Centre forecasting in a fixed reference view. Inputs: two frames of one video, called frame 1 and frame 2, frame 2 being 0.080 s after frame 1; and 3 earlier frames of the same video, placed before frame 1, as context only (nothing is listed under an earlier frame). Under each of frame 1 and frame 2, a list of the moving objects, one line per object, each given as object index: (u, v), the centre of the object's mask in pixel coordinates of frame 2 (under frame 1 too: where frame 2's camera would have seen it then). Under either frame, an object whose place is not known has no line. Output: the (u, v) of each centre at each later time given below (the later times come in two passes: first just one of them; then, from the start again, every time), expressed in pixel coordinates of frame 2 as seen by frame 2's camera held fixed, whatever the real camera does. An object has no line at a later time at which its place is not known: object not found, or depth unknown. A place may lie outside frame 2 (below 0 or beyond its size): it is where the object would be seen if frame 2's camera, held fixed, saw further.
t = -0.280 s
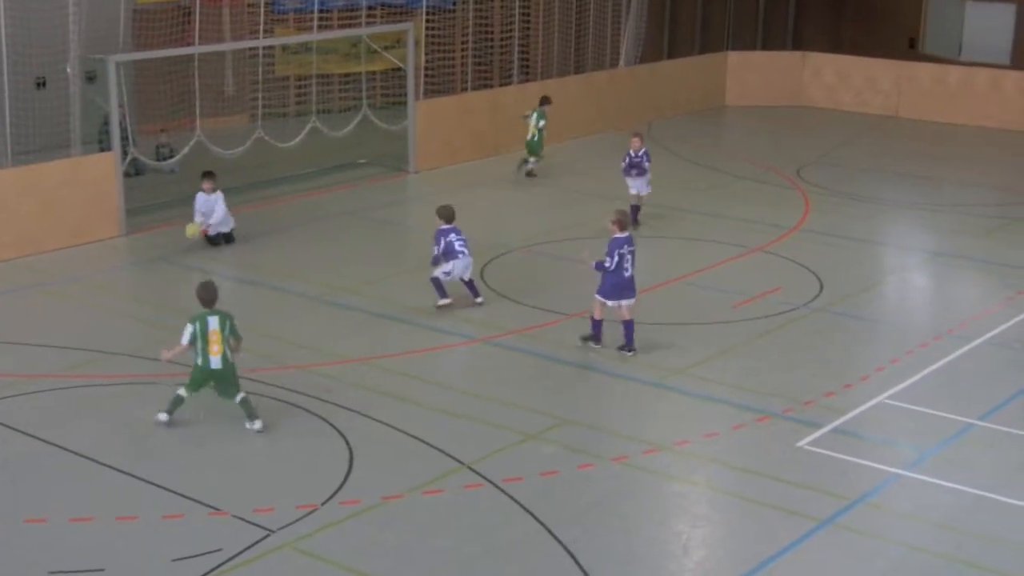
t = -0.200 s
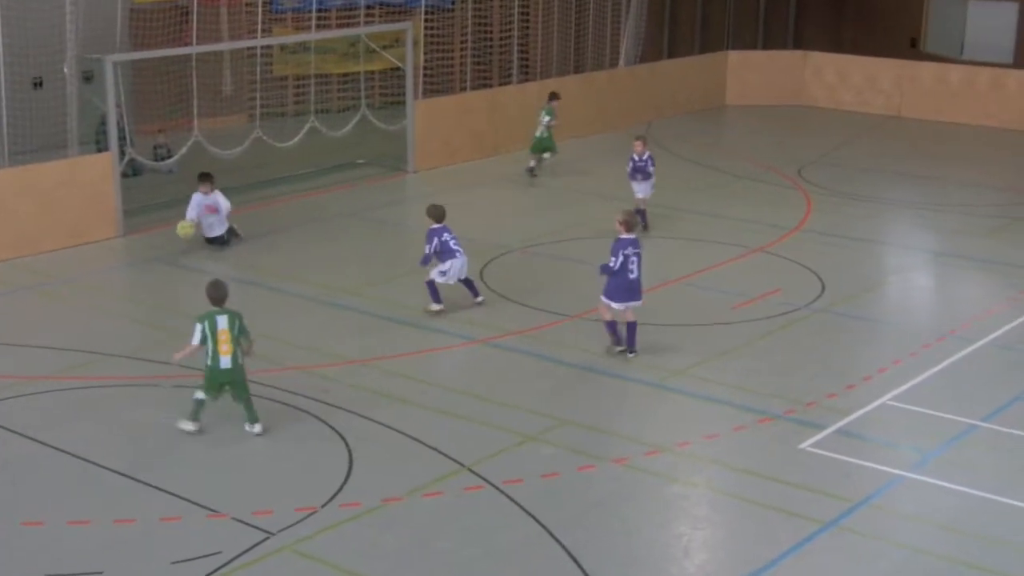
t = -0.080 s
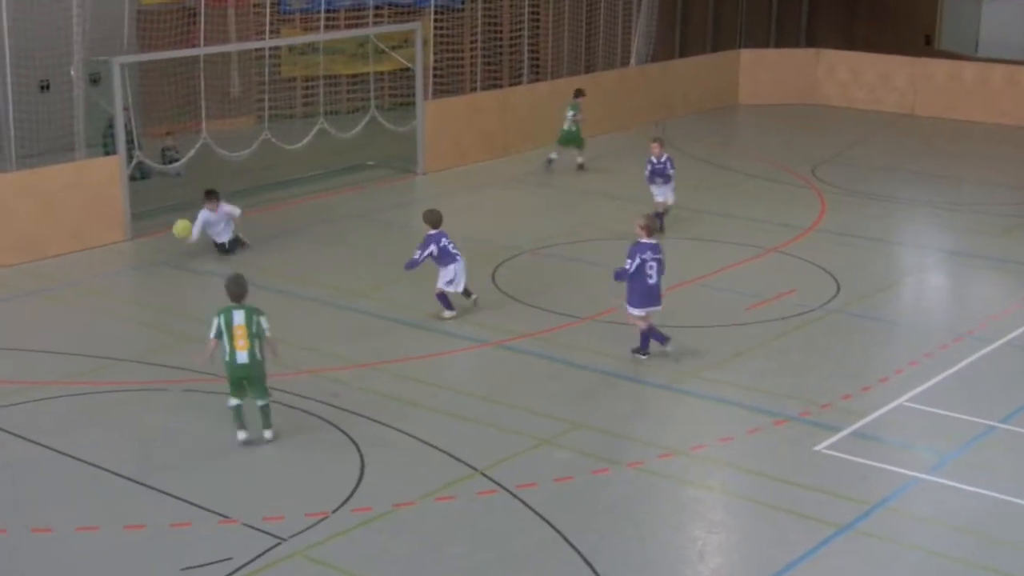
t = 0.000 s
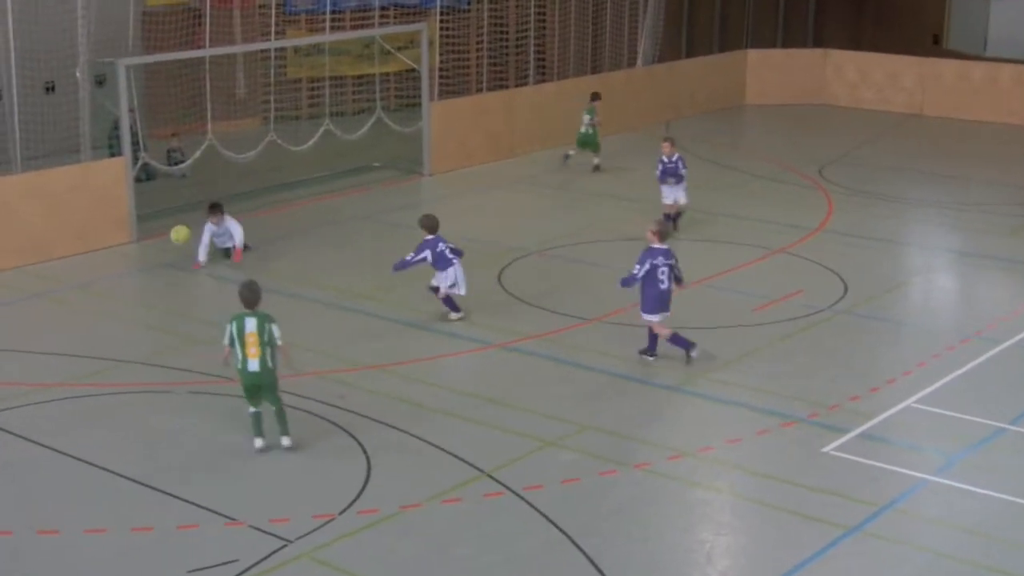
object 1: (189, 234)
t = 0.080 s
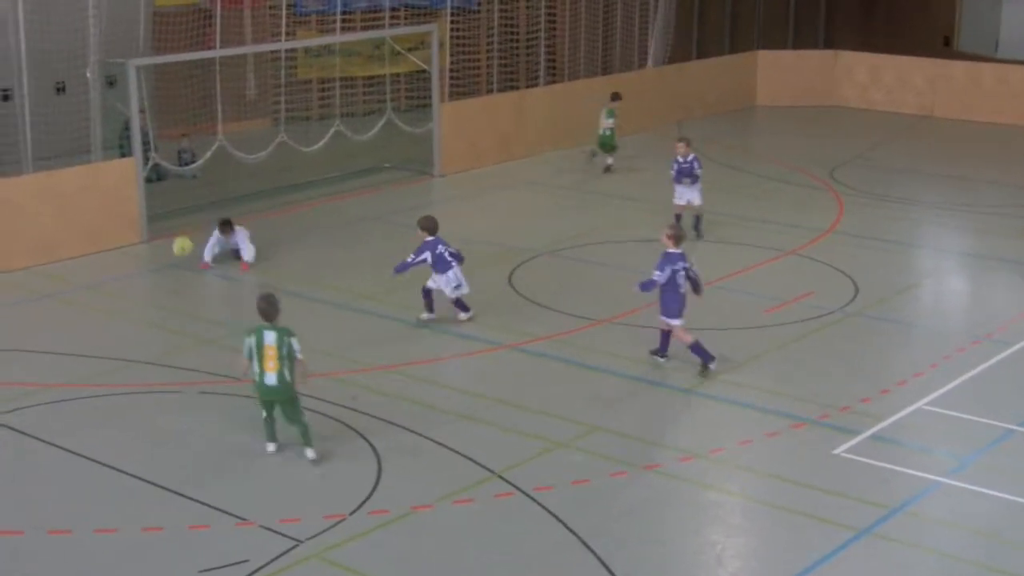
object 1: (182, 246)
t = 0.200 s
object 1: (171, 277)
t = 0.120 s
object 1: (178, 254)
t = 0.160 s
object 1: (175, 264)
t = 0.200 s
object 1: (171, 277)
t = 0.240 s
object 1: (167, 291)
